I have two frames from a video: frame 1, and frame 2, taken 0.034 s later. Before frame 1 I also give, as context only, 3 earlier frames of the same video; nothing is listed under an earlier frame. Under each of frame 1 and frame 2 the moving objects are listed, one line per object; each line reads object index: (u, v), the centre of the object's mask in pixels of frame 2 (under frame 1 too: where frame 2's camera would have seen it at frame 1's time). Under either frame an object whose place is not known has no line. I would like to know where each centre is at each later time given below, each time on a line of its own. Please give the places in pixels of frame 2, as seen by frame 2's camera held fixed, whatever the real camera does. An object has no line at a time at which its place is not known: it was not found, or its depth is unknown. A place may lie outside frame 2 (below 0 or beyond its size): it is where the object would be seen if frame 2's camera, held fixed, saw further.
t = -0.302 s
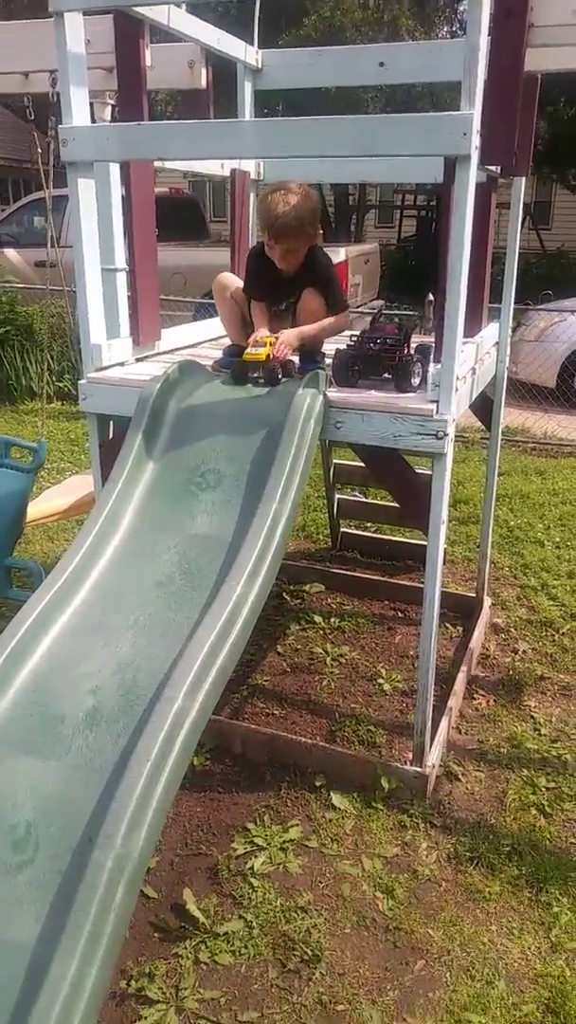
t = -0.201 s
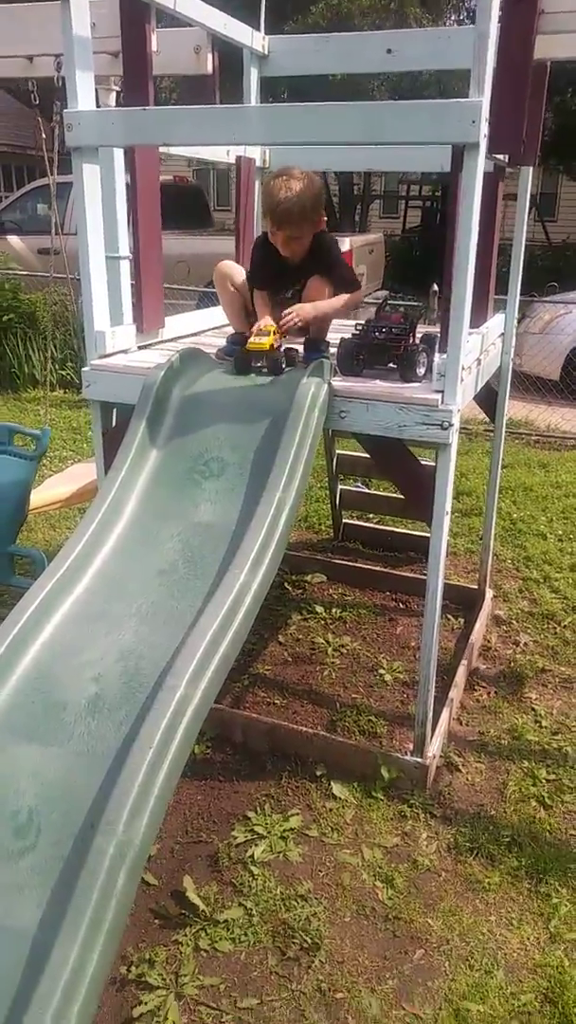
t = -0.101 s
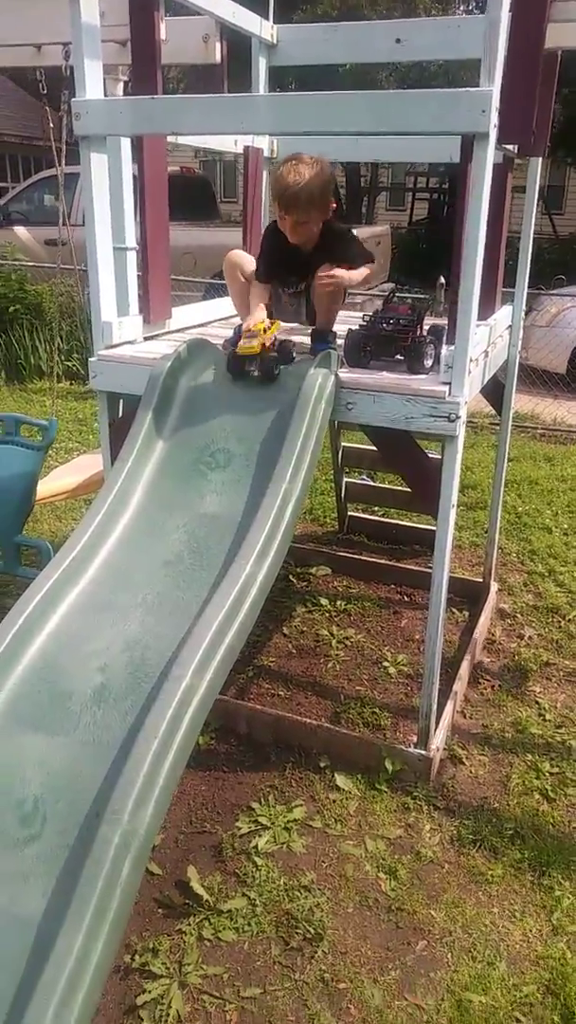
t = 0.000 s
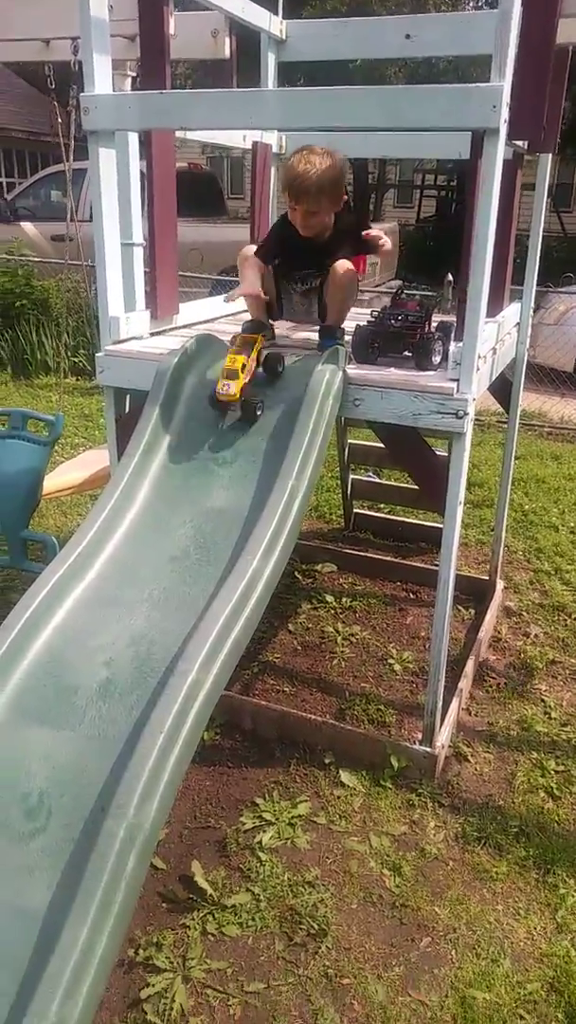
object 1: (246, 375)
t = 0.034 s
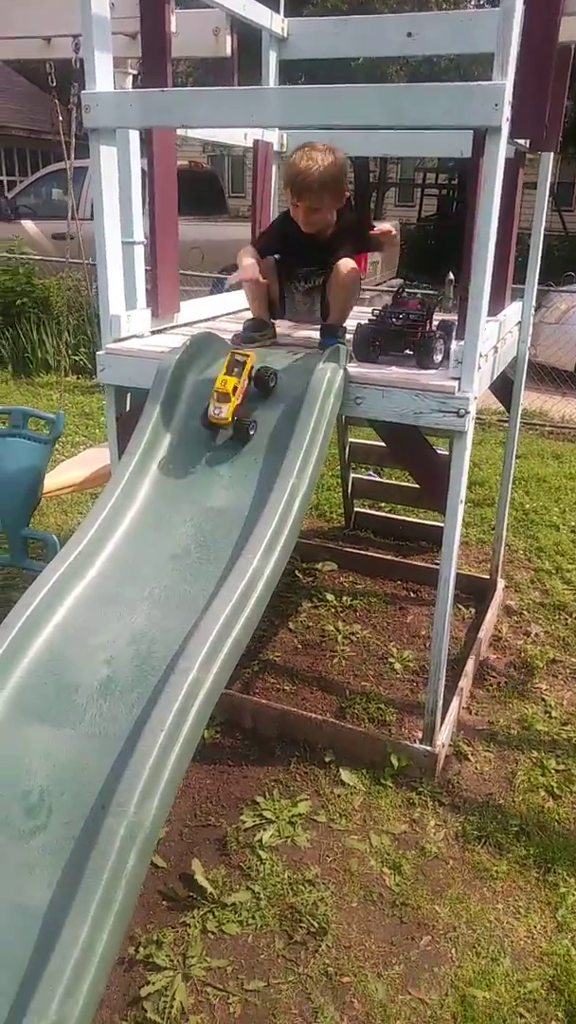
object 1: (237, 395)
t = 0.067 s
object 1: (228, 418)
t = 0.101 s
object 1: (214, 443)
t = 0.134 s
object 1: (201, 470)
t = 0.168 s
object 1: (185, 499)
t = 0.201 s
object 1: (166, 527)
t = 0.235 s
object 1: (140, 553)
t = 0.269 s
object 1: (112, 578)
